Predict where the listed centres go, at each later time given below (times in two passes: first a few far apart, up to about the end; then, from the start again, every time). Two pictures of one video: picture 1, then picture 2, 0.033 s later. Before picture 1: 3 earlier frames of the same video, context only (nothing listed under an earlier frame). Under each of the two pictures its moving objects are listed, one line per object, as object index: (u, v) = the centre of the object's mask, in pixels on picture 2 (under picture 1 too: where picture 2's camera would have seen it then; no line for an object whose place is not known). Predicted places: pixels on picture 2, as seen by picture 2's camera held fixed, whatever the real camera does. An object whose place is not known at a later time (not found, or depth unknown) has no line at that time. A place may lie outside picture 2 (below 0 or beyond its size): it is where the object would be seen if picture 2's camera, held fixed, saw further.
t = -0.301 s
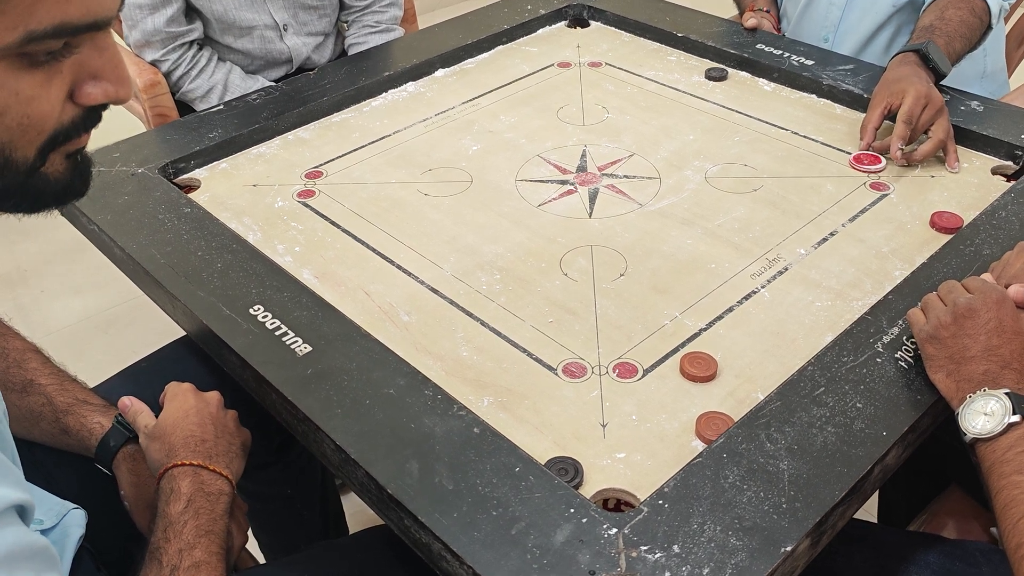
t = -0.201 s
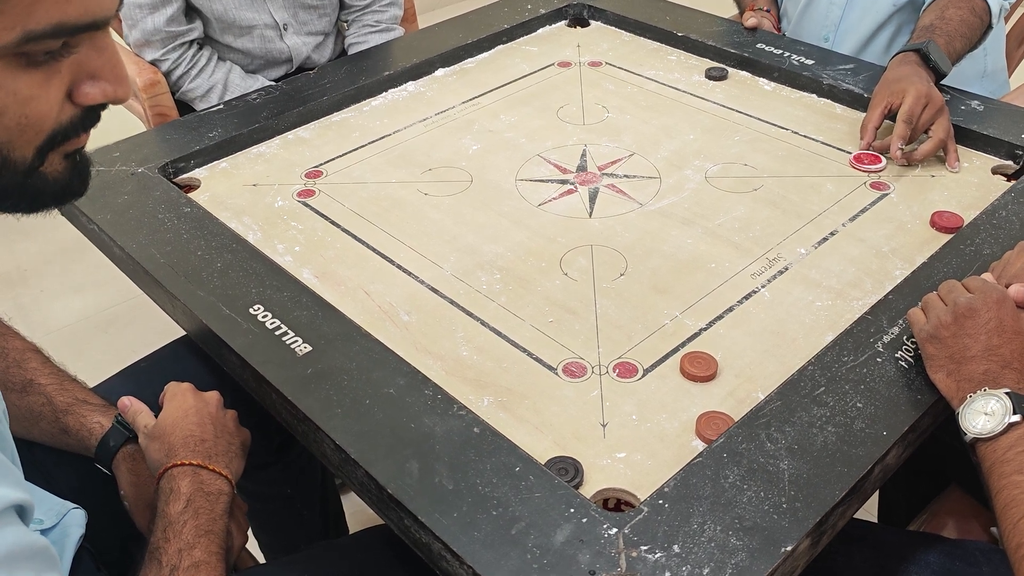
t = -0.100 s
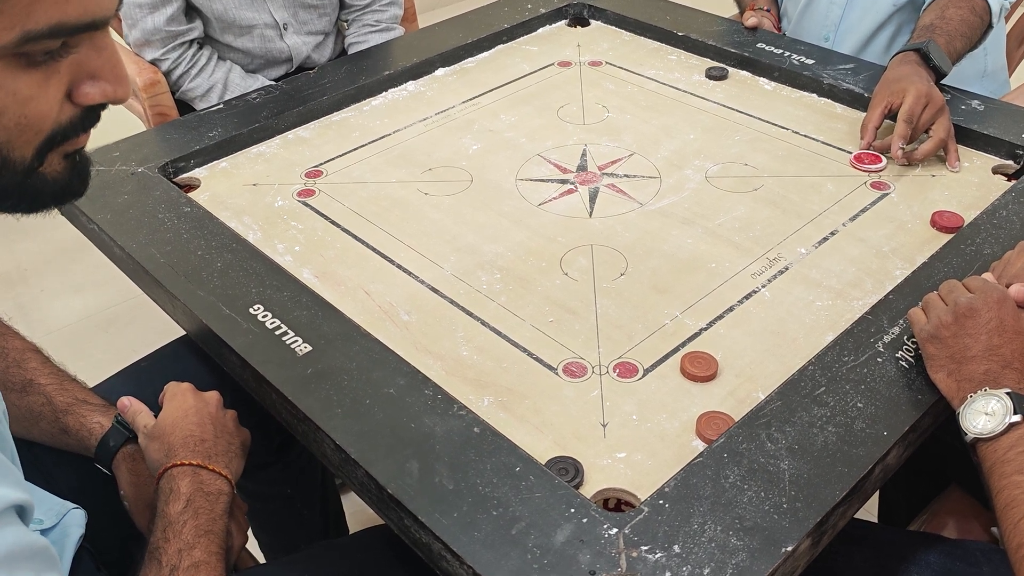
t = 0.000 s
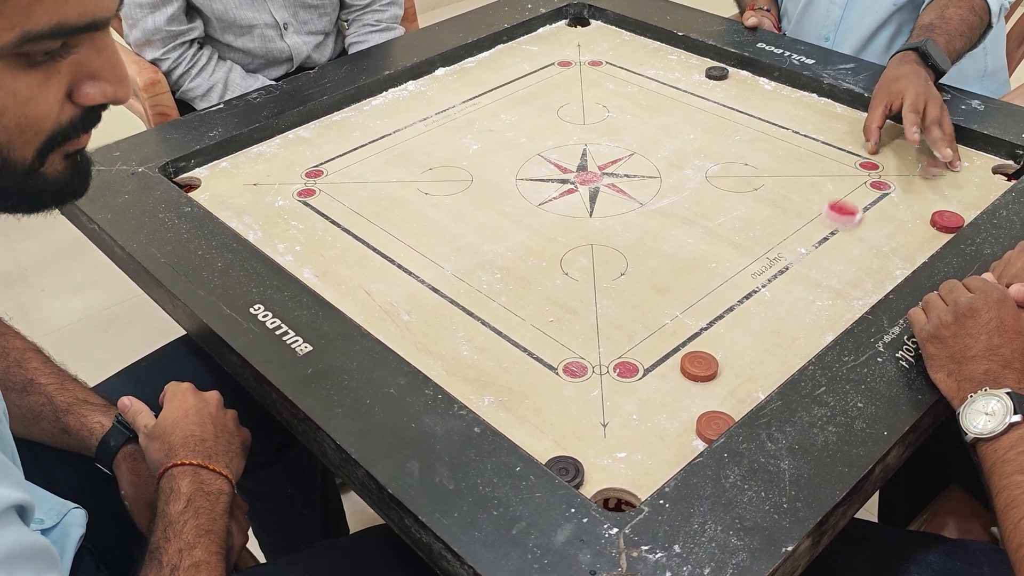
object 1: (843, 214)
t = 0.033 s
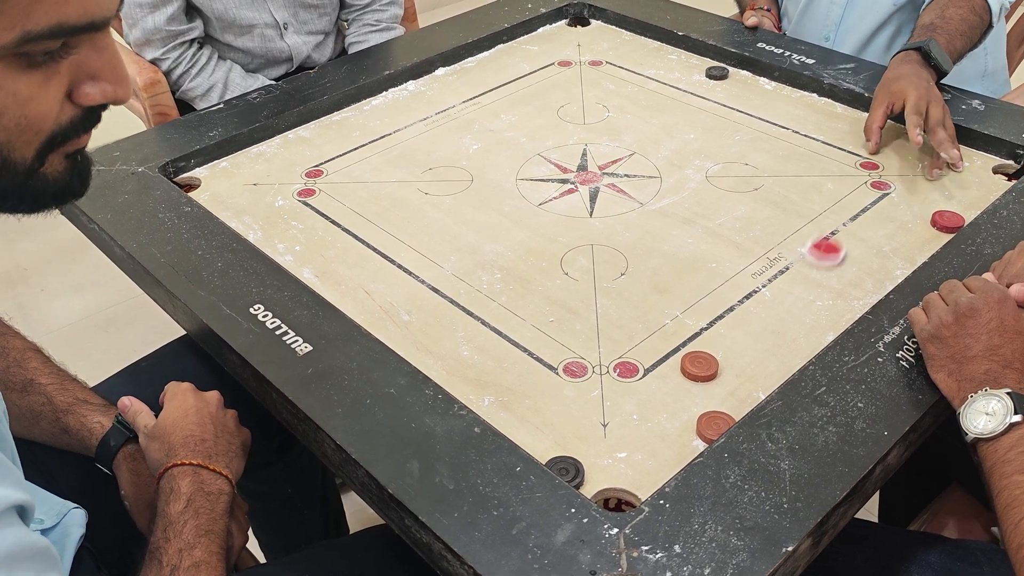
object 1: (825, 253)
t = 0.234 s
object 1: (616, 401)
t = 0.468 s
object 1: (491, 347)
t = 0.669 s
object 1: (507, 290)
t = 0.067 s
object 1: (807, 293)
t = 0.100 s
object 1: (785, 337)
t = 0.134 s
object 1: (753, 388)
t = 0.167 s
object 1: (705, 400)
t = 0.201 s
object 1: (660, 400)
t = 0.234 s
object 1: (616, 401)
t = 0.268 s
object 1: (576, 402)
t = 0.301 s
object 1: (537, 402)
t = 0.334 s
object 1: (500, 402)
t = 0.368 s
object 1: (479, 394)
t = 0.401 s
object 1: (482, 378)
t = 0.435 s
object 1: (487, 362)
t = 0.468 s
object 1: (491, 347)
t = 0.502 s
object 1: (494, 335)
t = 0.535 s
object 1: (497, 323)
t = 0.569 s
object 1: (500, 314)
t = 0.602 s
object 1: (503, 305)
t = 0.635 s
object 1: (505, 297)
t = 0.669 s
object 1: (507, 290)
